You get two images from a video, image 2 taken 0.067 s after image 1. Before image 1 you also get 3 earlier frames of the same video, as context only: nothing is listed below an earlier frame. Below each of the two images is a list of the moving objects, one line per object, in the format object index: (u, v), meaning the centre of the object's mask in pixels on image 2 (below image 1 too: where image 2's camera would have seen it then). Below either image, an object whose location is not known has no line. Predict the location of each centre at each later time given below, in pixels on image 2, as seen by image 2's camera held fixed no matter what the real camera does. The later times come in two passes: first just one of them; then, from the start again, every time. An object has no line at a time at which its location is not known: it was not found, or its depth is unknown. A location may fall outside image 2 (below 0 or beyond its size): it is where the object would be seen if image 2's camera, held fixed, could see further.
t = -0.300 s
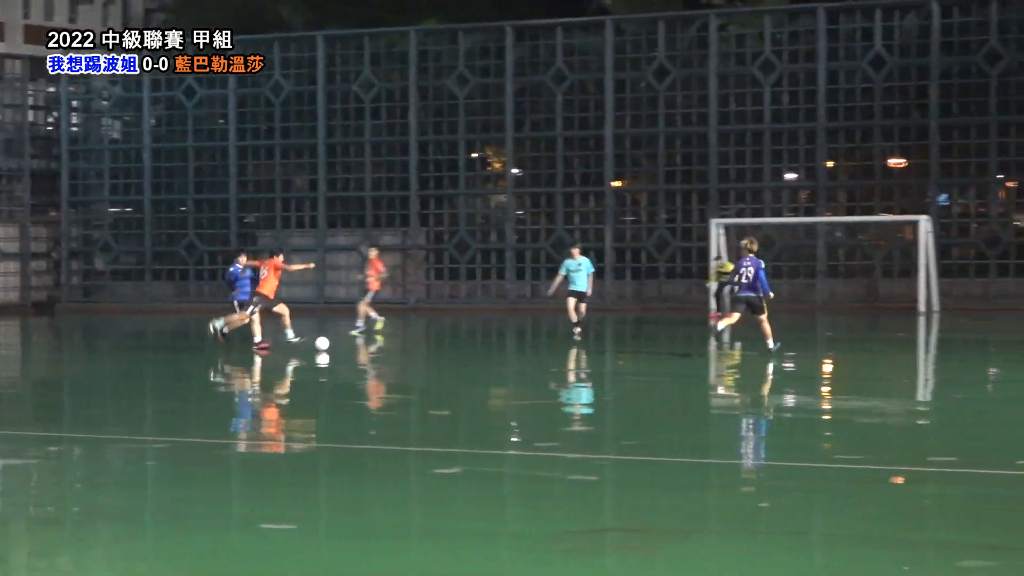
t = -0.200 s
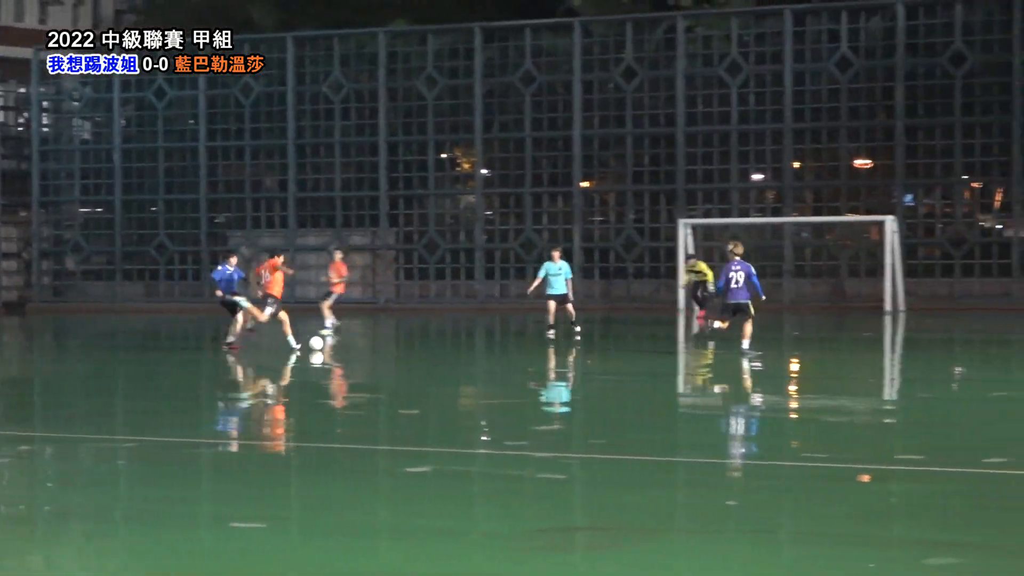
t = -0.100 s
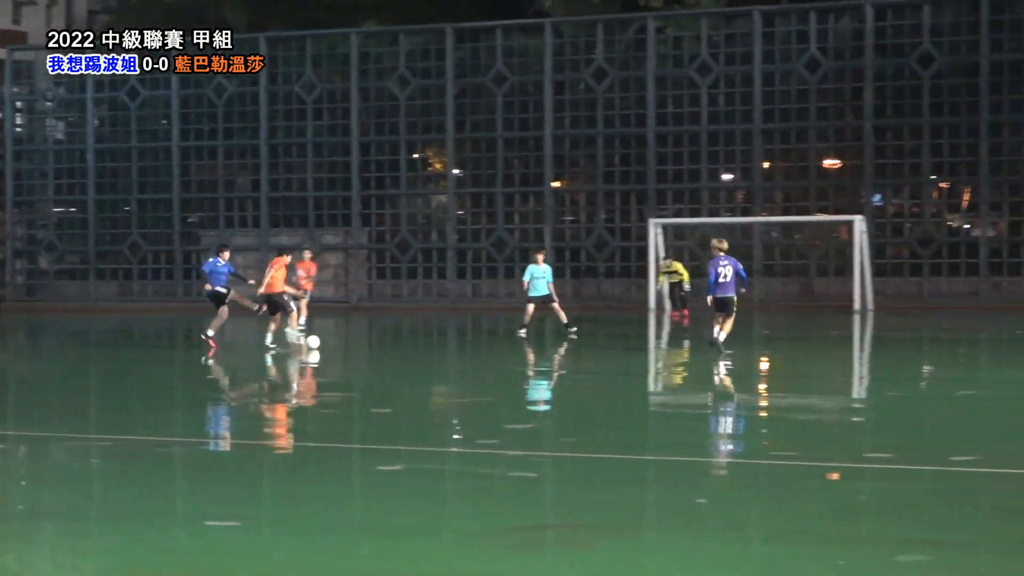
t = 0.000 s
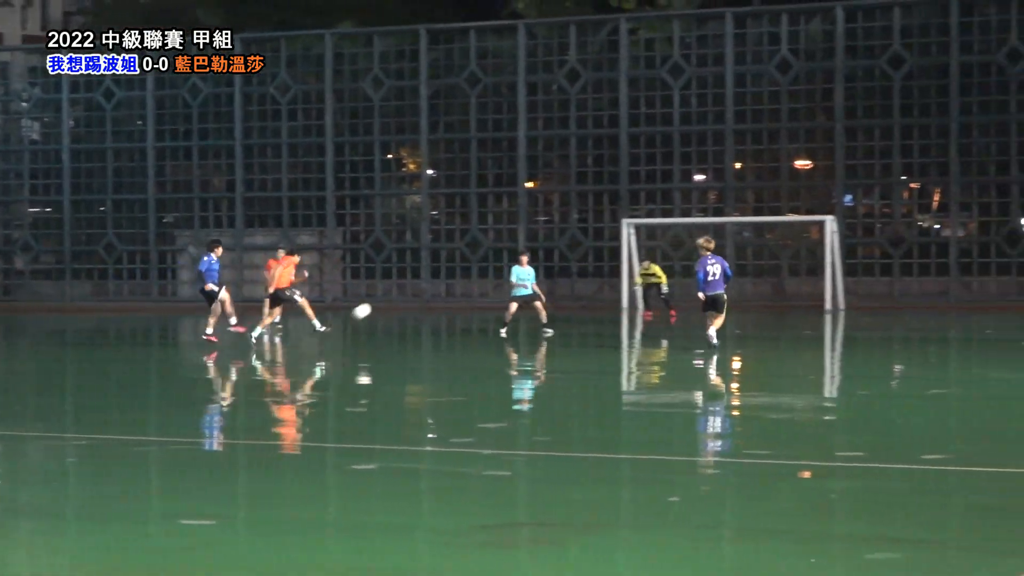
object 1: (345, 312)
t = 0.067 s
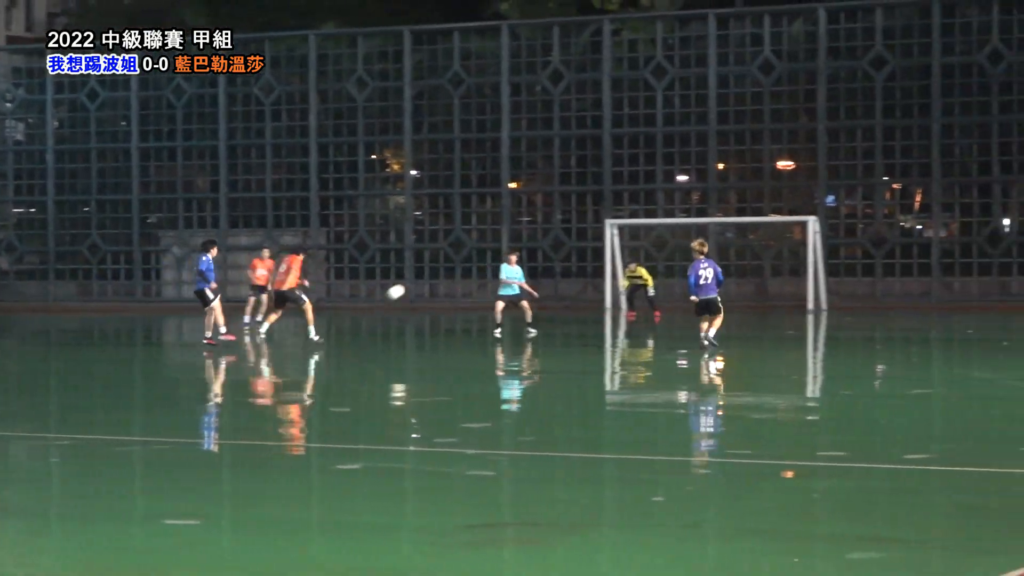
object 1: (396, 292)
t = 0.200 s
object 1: (482, 262)
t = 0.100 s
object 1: (419, 284)
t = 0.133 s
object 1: (441, 276)
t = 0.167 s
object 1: (463, 269)
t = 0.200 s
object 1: (482, 262)
